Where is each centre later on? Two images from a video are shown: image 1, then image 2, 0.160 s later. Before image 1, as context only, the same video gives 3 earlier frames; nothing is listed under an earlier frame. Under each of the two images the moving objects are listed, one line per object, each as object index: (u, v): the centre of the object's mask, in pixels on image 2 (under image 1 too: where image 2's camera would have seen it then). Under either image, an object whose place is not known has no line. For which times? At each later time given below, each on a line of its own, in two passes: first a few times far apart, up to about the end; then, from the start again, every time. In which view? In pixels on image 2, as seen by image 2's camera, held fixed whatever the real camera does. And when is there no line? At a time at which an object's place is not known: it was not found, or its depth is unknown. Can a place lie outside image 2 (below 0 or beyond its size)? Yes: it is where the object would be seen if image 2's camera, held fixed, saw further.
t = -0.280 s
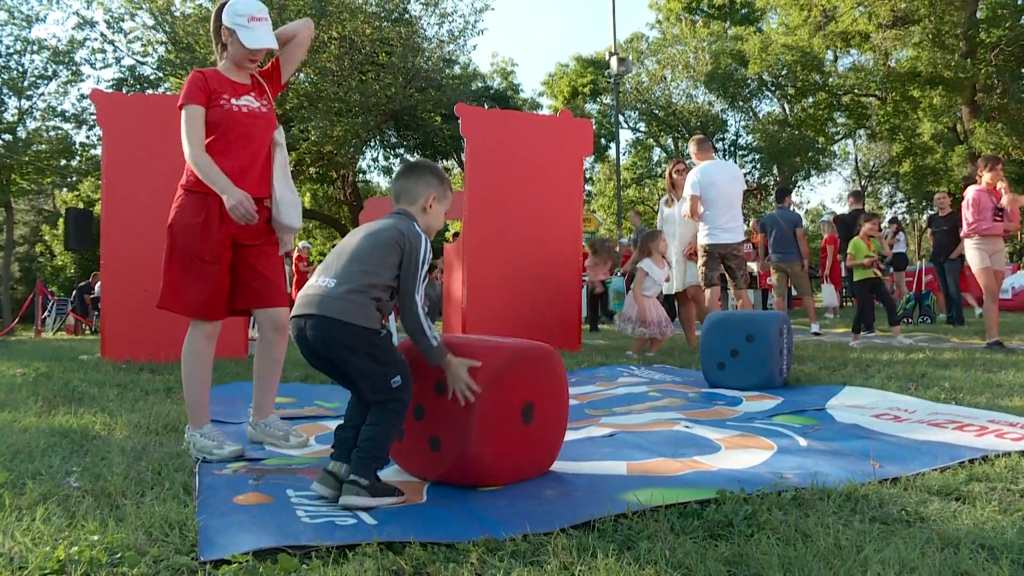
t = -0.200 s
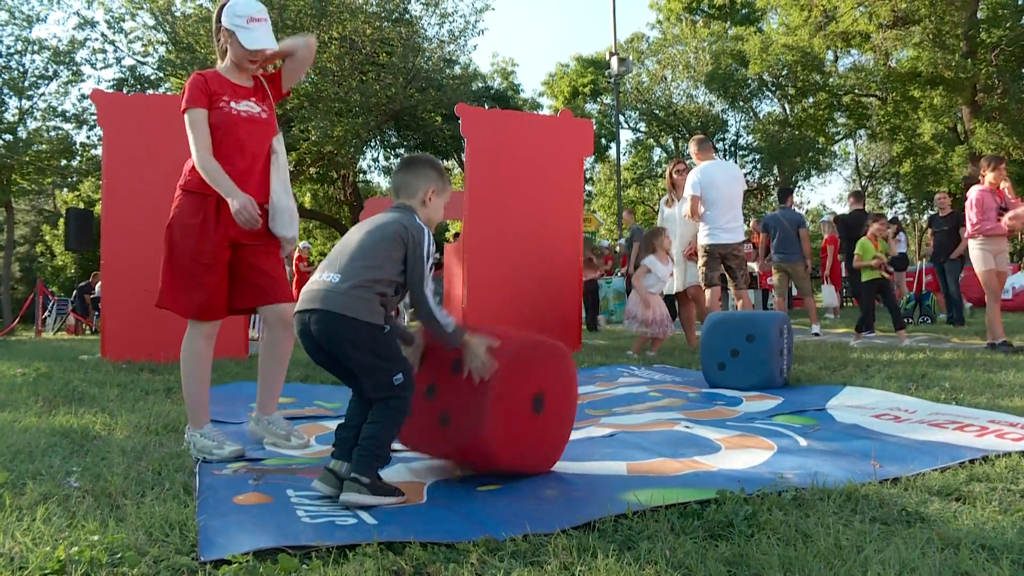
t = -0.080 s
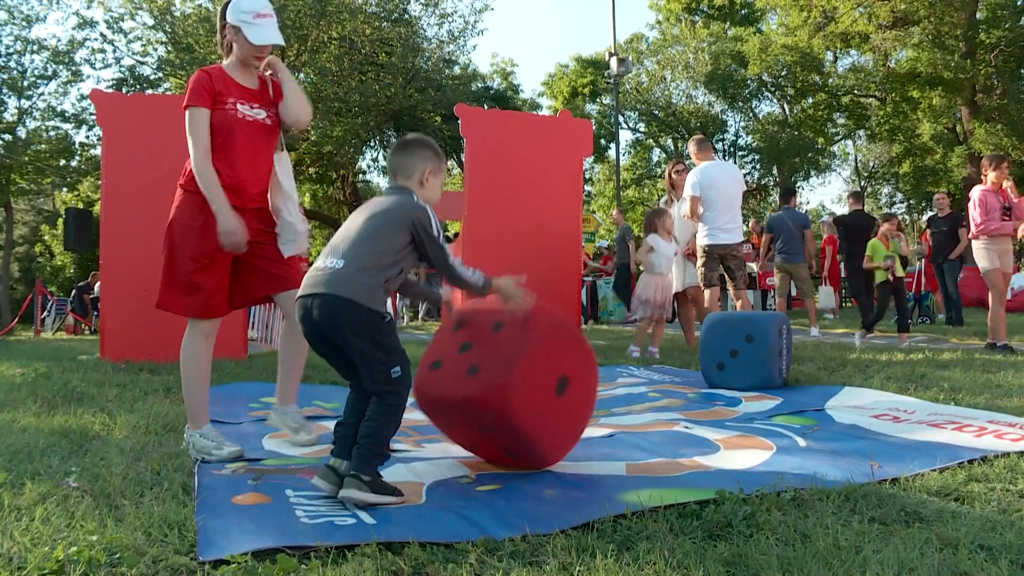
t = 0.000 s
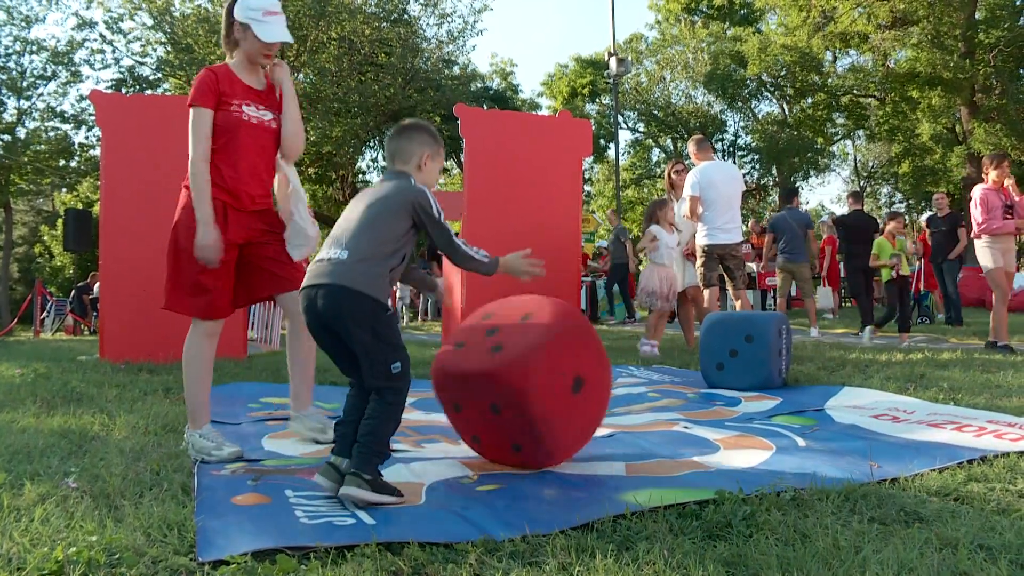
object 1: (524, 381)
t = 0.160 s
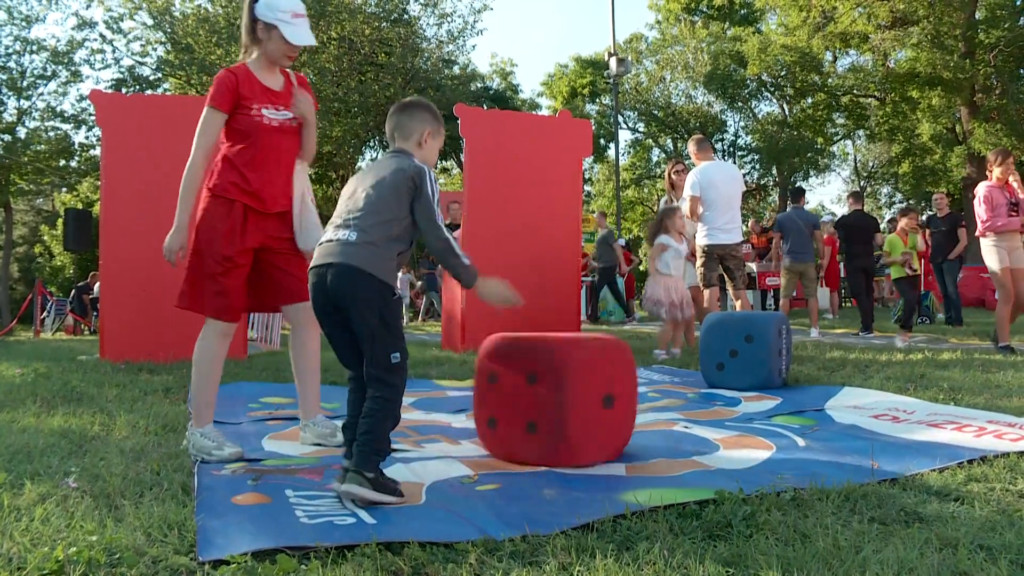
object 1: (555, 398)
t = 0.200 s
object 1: (560, 392)
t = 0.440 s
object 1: (569, 376)
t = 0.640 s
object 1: (567, 377)
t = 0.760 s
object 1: (563, 381)
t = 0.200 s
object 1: (560, 392)
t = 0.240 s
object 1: (562, 382)
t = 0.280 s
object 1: (564, 378)
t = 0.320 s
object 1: (566, 377)
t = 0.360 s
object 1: (568, 378)
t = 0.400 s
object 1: (568, 378)
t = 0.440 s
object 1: (569, 376)
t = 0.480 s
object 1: (569, 376)
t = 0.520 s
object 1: (569, 376)
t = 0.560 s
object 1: (568, 376)
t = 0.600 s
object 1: (568, 376)
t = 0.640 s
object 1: (567, 377)
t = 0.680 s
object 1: (566, 378)
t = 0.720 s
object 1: (565, 380)
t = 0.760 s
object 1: (563, 381)
